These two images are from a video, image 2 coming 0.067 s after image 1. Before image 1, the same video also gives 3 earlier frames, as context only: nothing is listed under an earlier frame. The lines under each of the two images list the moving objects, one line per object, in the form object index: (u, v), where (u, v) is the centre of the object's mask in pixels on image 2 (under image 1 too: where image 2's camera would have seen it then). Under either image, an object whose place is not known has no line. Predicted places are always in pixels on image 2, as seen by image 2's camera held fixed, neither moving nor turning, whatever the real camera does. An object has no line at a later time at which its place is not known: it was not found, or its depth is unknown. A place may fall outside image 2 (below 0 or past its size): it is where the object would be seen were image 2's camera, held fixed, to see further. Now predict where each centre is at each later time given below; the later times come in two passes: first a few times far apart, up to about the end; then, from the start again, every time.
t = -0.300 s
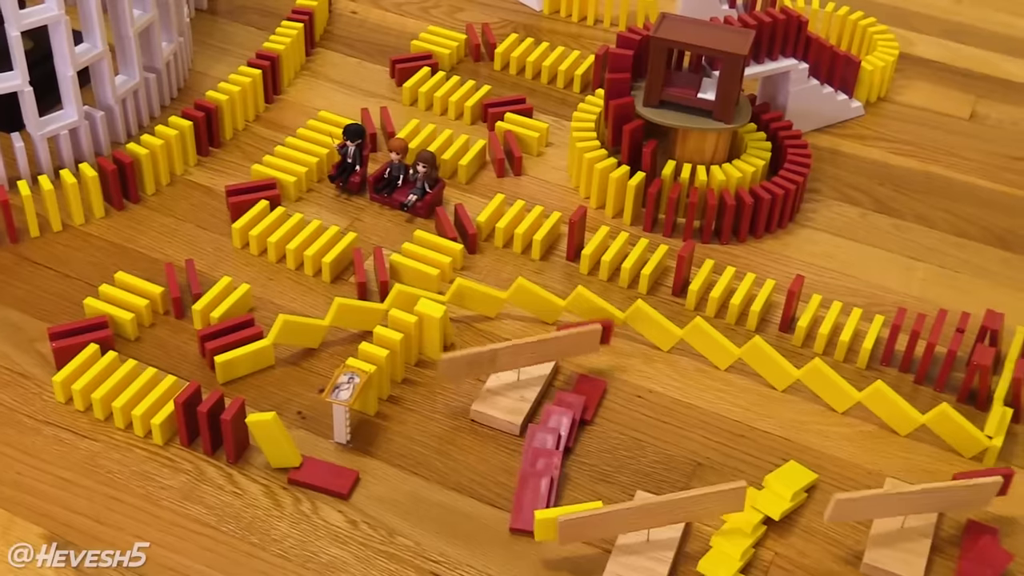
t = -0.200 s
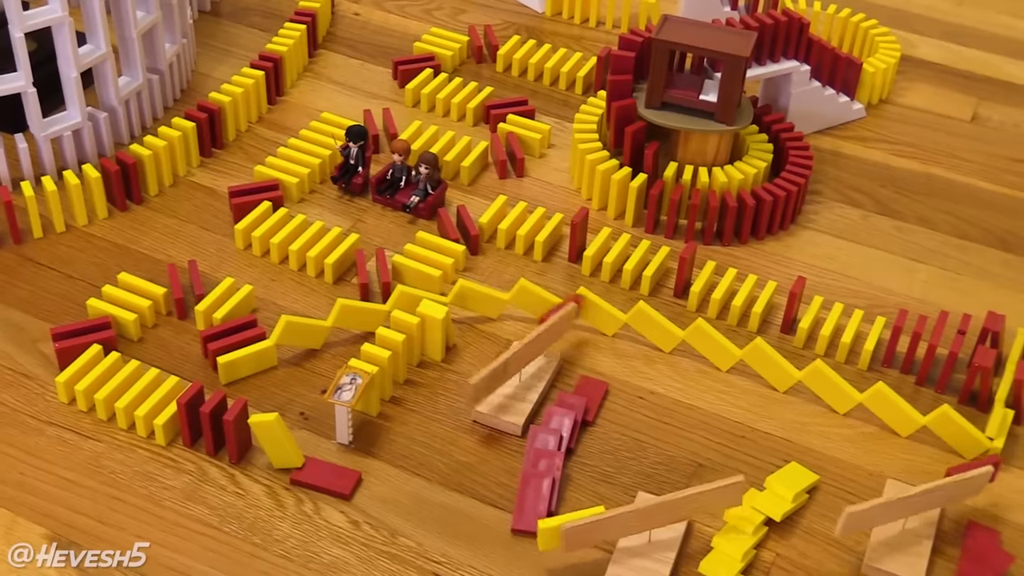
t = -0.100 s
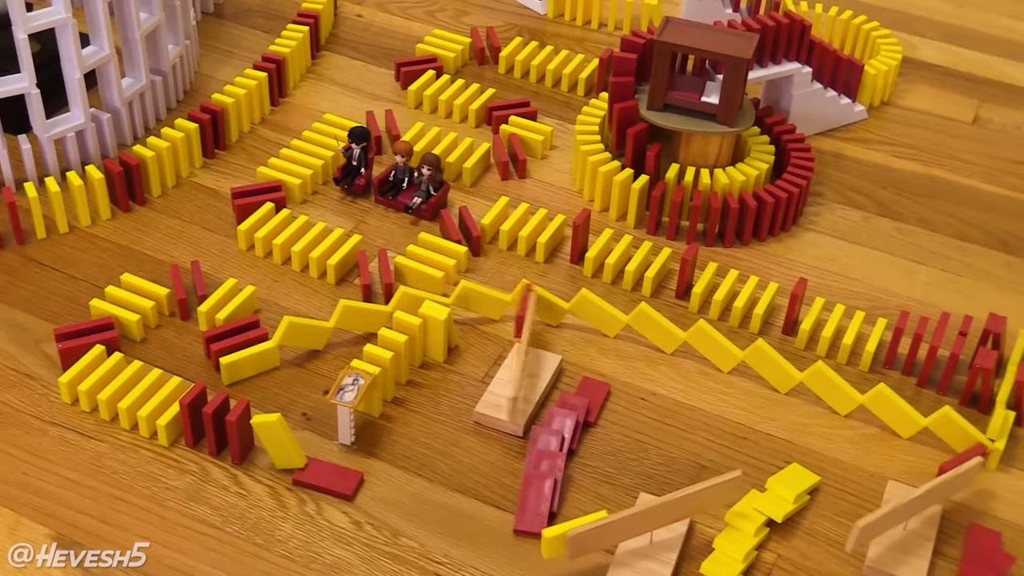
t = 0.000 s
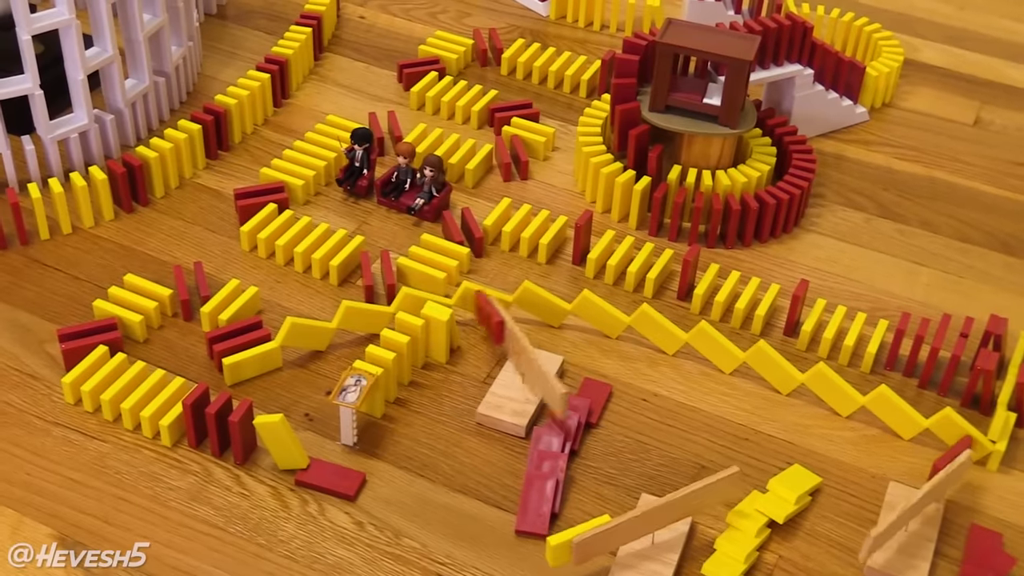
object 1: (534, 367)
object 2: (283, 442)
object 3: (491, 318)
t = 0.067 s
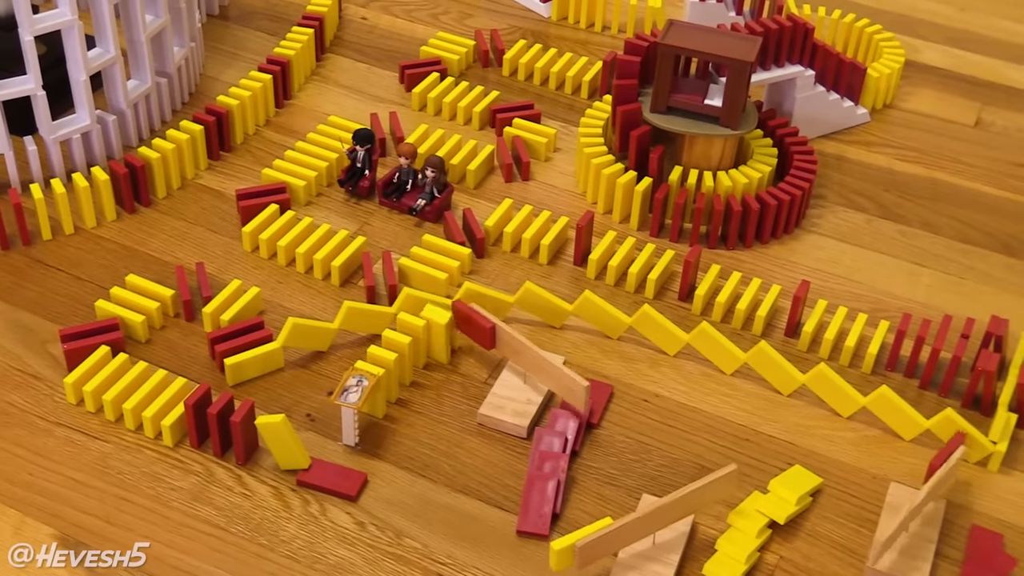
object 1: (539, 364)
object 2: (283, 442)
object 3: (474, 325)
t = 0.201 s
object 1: (540, 362)
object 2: (282, 442)
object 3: (468, 329)
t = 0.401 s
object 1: (541, 362)
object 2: (278, 442)
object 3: (466, 330)
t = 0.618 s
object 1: (541, 362)
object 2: (277, 454)
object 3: (467, 330)
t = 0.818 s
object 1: (540, 363)
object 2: (277, 457)
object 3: (470, 327)
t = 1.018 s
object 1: (539, 364)
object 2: (277, 458)
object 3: (474, 325)
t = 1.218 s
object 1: (538, 365)
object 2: (277, 458)
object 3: (477, 323)
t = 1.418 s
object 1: (538, 365)
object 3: (479, 322)
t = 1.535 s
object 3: (480, 322)
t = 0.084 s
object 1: (539, 364)
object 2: (283, 442)
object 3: (473, 325)
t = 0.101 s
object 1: (539, 363)
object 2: (283, 442)
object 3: (472, 326)
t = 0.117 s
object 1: (539, 363)
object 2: (283, 442)
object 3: (471, 327)
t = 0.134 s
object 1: (540, 363)
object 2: (283, 442)
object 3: (470, 327)
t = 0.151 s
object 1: (540, 363)
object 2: (283, 442)
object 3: (470, 327)
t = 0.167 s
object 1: (540, 363)
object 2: (283, 442)
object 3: (469, 327)
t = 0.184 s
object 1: (540, 363)
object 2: (283, 442)
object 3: (469, 328)
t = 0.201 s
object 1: (540, 362)
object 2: (282, 442)
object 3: (468, 329)
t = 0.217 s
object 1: (540, 362)
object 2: (282, 442)
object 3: (468, 329)
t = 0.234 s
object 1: (540, 363)
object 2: (283, 442)
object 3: (468, 329)
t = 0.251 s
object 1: (541, 363)
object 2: (282, 442)
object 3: (467, 329)
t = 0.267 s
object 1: (541, 362)
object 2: (282, 442)
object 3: (467, 329)
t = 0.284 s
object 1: (540, 362)
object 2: (282, 442)
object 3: (466, 330)
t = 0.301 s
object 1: (540, 362)
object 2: (282, 442)
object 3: (466, 330)
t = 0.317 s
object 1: (541, 362)
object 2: (282, 442)
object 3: (466, 330)
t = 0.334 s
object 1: (541, 362)
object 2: (282, 441)
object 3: (466, 330)
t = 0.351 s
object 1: (541, 362)
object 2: (281, 440)
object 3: (466, 330)
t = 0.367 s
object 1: (541, 362)
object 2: (280, 440)
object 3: (466, 331)
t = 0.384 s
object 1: (540, 362)
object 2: (279, 441)
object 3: (466, 331)
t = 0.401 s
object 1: (541, 362)
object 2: (278, 442)
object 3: (466, 330)
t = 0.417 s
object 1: (541, 362)
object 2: (278, 444)
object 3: (466, 330)
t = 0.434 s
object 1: (541, 362)
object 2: (277, 446)
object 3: (466, 330)
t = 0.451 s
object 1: (541, 362)
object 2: (275, 450)
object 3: (465, 331)
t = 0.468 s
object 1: (540, 362)
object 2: (276, 450)
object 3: (466, 331)
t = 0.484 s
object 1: (541, 362)
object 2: (276, 448)
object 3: (466, 330)
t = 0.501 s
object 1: (541, 362)
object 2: (277, 448)
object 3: (466, 330)
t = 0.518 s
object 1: (541, 362)
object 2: (277, 450)
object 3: (466, 330)
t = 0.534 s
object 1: (541, 362)
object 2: (277, 452)
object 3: (466, 330)
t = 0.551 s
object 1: (540, 362)
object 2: (277, 450)
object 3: (466, 330)
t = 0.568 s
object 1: (541, 362)
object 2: (277, 448)
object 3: (466, 330)
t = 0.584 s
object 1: (541, 362)
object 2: (277, 449)
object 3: (467, 330)
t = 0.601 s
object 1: (541, 362)
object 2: (277, 451)
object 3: (467, 329)
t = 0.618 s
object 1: (541, 362)
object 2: (277, 454)
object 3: (467, 330)
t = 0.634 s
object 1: (540, 362)
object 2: (276, 453)
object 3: (467, 329)
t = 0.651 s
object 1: (540, 362)
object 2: (276, 453)
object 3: (467, 329)
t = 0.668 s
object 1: (540, 363)
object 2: (276, 454)
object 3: (468, 329)
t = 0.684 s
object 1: (540, 363)
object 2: (276, 455)
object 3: (468, 329)
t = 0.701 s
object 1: (540, 363)
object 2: (276, 455)
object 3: (468, 329)
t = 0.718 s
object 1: (540, 363)
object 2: (276, 456)
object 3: (468, 329)
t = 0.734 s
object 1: (540, 363)
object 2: (276, 456)
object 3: (469, 328)
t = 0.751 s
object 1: (540, 363)
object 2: (276, 456)
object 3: (469, 328)
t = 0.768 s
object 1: (540, 363)
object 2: (277, 457)
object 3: (469, 328)
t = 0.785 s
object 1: (540, 363)
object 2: (277, 457)
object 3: (469, 328)
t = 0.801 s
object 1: (540, 363)
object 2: (277, 457)
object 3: (470, 328)
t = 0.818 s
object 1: (540, 363)
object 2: (277, 457)
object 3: (470, 327)
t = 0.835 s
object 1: (540, 363)
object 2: (277, 457)
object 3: (470, 327)
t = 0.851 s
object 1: (540, 363)
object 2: (277, 457)
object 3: (471, 327)
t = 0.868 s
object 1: (540, 363)
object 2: (277, 457)
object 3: (471, 327)
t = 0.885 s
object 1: (540, 363)
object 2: (277, 458)
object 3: (471, 327)
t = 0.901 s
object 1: (540, 363)
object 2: (277, 457)
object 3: (471, 326)
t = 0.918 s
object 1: (540, 364)
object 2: (277, 458)
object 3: (472, 326)
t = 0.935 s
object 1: (540, 364)
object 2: (277, 458)
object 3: (472, 326)
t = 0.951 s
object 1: (539, 364)
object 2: (277, 458)
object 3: (473, 326)
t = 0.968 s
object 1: (539, 364)
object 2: (277, 458)
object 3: (473, 326)
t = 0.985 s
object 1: (539, 364)
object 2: (277, 458)
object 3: (473, 325)
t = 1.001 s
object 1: (539, 364)
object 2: (277, 458)
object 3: (474, 325)
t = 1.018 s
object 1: (539, 364)
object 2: (277, 458)
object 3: (474, 325)
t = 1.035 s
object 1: (539, 364)
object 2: (277, 458)
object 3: (474, 325)
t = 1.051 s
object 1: (539, 364)
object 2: (277, 458)
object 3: (474, 325)
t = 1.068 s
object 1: (539, 364)
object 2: (277, 458)
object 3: (475, 324)
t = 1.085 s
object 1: (539, 364)
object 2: (277, 458)
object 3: (475, 324)
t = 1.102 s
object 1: (539, 364)
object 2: (277, 458)
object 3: (475, 324)
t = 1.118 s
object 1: (539, 364)
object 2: (277, 458)
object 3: (476, 324)
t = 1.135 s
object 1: (538, 364)
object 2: (277, 458)
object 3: (476, 324)
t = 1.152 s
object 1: (538, 364)
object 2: (277, 458)
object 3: (476, 324)
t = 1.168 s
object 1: (538, 365)
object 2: (277, 458)
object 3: (476, 323)
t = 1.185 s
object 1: (538, 365)
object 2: (277, 458)
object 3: (477, 323)
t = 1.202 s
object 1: (538, 365)
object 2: (277, 458)
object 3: (477, 323)
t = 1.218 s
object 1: (538, 365)
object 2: (277, 458)
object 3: (477, 323)
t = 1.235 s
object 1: (538, 365)
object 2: (277, 458)
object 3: (478, 323)
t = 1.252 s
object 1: (538, 365)
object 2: (277, 458)
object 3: (478, 323)
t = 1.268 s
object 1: (538, 365)
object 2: (277, 458)
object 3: (478, 323)
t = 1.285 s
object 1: (538, 365)
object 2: (277, 458)
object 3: (478, 323)
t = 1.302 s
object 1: (538, 365)
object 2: (277, 458)
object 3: (478, 322)
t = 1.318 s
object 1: (538, 365)
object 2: (277, 458)
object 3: (478, 323)
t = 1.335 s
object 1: (538, 365)
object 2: (277, 458)
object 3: (479, 322)
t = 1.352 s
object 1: (538, 365)
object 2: (278, 458)
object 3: (479, 322)
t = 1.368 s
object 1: (538, 365)
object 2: (278, 458)
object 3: (479, 322)
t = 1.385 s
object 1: (538, 365)
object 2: (277, 458)
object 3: (479, 322)
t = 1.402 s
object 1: (537, 365)
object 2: (278, 458)
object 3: (479, 322)
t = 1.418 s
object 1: (538, 365)
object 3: (479, 322)
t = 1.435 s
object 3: (479, 322)
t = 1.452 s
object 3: (480, 322)
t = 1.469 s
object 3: (480, 322)
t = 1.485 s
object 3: (480, 322)
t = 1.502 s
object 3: (480, 322)
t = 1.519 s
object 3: (480, 322)
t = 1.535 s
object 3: (480, 322)
